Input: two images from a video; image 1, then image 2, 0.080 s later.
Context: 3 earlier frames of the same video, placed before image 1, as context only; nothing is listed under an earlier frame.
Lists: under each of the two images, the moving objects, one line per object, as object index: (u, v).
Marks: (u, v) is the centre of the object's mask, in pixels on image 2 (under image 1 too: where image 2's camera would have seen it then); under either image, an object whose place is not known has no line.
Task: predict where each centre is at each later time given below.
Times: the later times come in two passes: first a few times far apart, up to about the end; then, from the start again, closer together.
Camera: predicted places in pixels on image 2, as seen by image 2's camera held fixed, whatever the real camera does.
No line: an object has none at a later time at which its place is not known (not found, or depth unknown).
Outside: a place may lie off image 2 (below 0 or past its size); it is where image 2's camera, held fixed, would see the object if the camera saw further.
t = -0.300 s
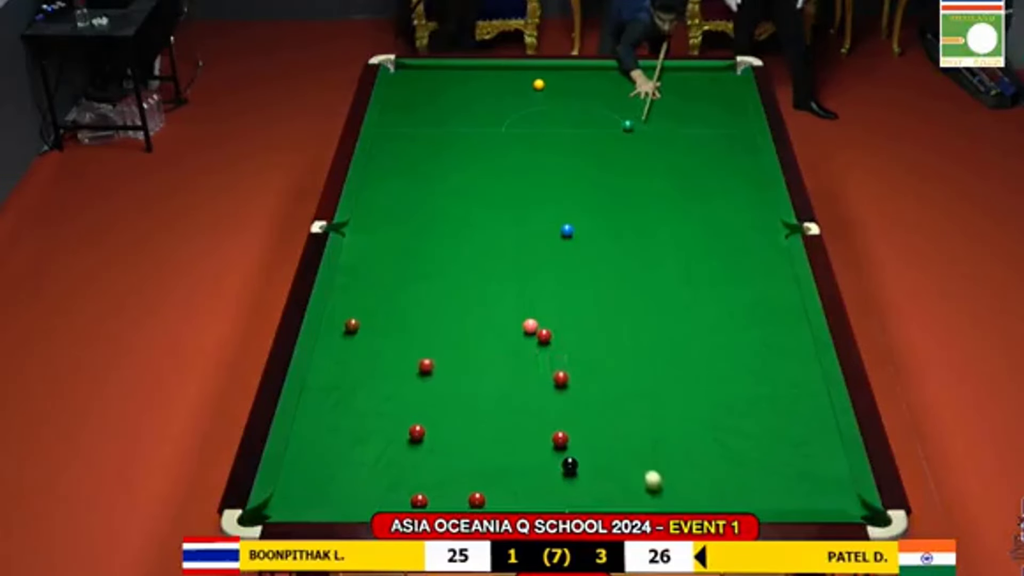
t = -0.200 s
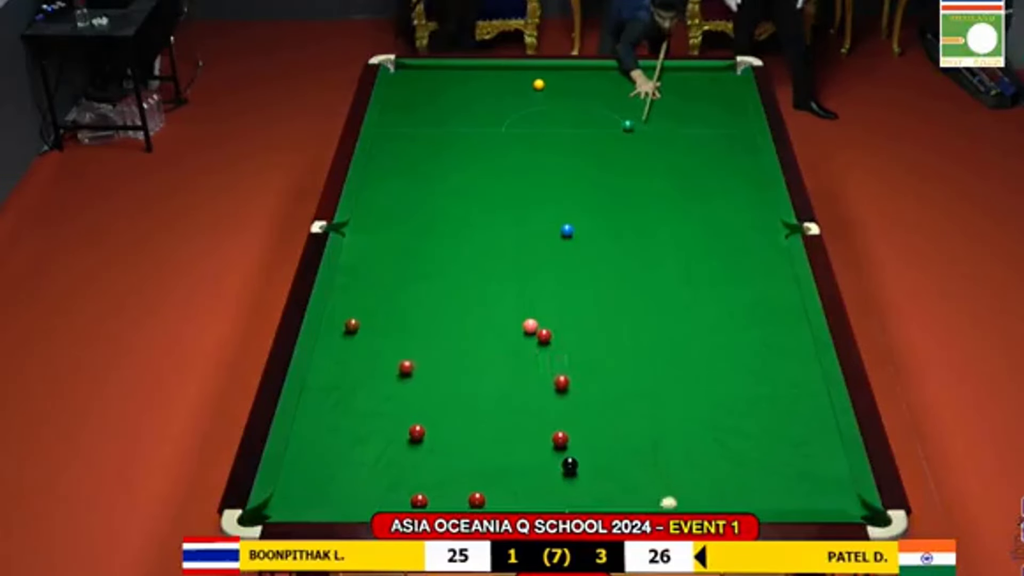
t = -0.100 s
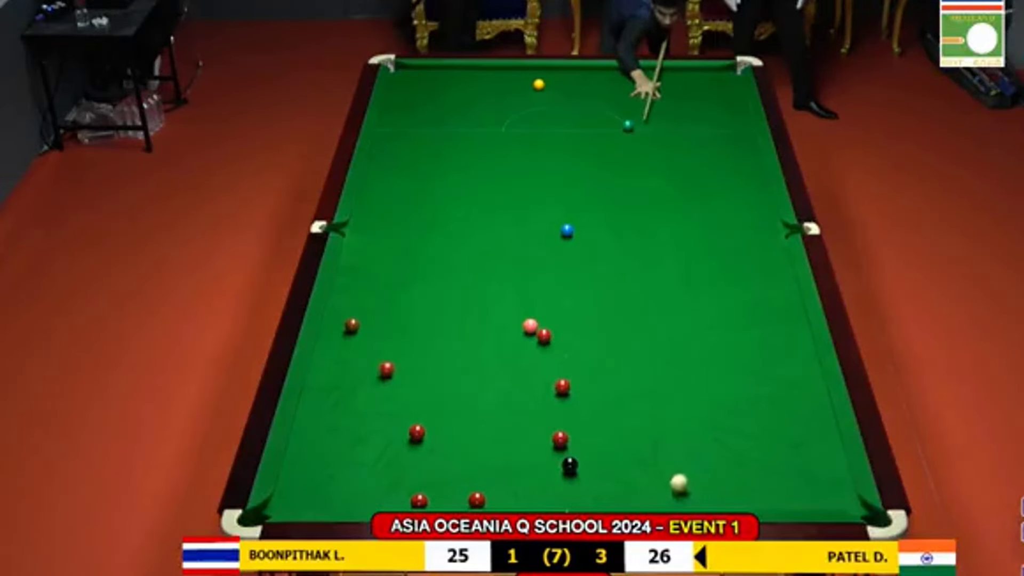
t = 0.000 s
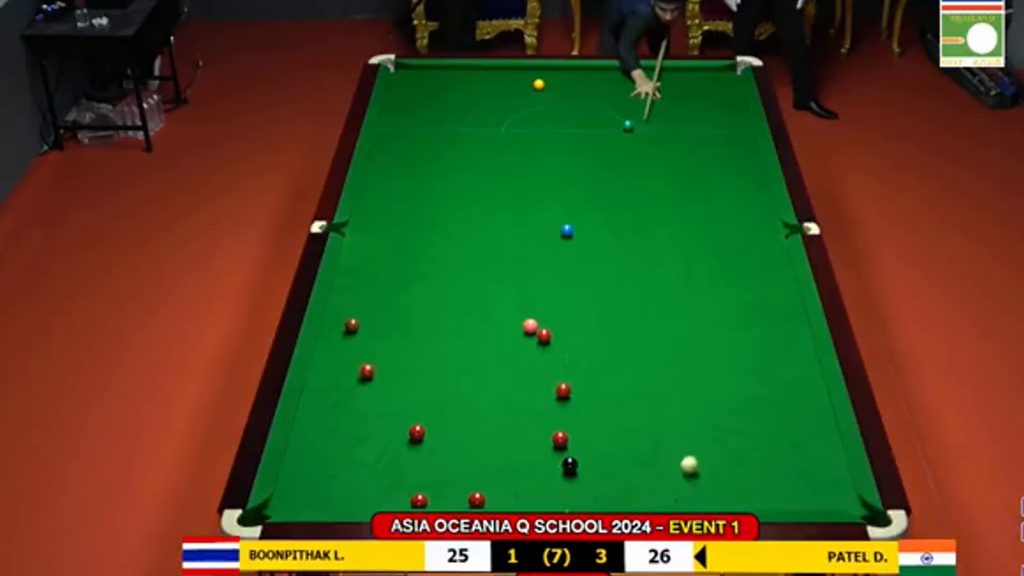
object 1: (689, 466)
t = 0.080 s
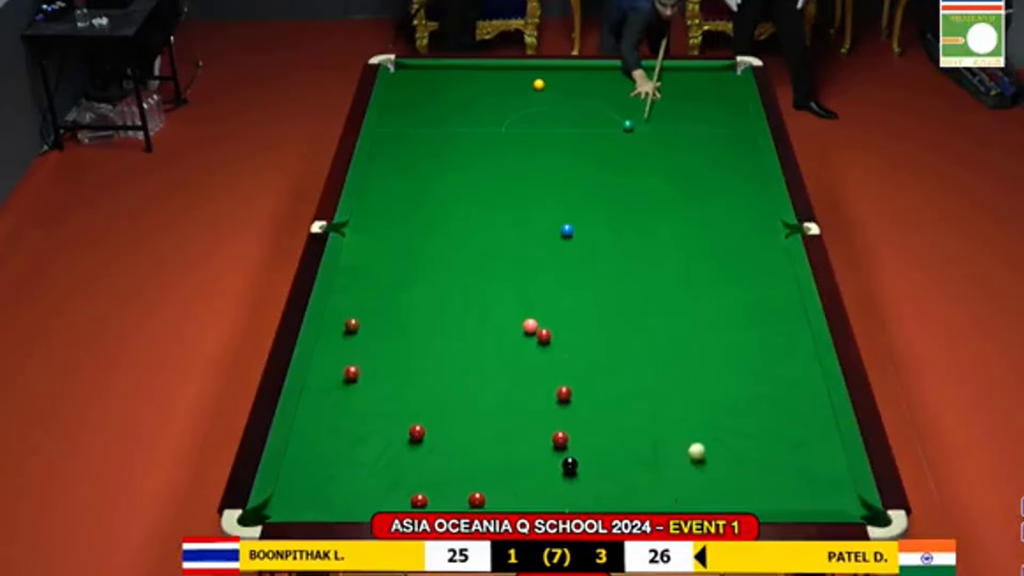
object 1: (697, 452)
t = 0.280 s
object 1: (715, 421)
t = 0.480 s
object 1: (731, 392)
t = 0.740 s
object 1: (751, 358)
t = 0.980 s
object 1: (768, 328)
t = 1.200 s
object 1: (782, 305)
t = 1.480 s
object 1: (784, 278)
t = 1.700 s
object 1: (770, 260)
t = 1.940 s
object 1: (757, 243)
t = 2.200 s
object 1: (743, 225)
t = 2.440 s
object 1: (731, 210)
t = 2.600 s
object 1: (724, 200)
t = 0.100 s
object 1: (698, 449)
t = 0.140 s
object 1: (702, 443)
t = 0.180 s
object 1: (706, 436)
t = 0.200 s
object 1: (708, 433)
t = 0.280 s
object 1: (715, 421)
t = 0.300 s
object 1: (717, 418)
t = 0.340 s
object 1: (720, 411)
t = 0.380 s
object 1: (723, 406)
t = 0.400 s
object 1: (725, 403)
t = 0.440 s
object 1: (728, 397)
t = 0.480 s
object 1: (731, 392)
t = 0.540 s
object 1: (736, 384)
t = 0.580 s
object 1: (739, 378)
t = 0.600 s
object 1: (741, 375)
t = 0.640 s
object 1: (744, 370)
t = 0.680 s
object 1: (747, 365)
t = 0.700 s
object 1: (748, 363)
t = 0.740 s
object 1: (751, 358)
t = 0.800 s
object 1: (756, 350)
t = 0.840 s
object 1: (759, 345)
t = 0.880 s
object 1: (761, 340)
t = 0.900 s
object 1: (763, 338)
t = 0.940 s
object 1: (765, 333)
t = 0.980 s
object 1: (768, 328)
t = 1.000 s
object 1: (770, 326)
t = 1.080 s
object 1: (775, 318)
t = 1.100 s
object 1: (776, 315)
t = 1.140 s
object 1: (779, 311)
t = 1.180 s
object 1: (781, 307)
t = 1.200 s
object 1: (782, 305)
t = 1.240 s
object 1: (785, 300)
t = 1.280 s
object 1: (787, 296)
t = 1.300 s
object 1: (788, 294)
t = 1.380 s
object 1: (791, 286)
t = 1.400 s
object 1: (789, 285)
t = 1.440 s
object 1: (786, 281)
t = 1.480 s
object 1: (784, 278)
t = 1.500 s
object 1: (782, 276)
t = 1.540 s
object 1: (780, 273)
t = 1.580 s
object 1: (777, 270)
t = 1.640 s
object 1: (773, 265)
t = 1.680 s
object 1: (771, 261)
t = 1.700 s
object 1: (770, 260)
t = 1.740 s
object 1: (768, 257)
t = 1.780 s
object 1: (765, 254)
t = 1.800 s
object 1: (764, 253)
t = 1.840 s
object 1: (762, 250)
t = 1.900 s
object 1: (759, 246)
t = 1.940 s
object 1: (757, 243)
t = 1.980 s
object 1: (754, 240)
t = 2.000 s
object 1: (753, 239)
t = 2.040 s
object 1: (751, 236)
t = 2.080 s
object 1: (749, 233)
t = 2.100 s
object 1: (748, 232)
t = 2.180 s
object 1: (744, 226)
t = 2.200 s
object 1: (743, 225)
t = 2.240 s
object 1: (741, 222)
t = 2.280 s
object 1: (739, 220)
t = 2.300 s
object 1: (738, 219)
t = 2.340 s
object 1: (736, 216)
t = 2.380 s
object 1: (734, 214)
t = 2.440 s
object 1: (731, 210)
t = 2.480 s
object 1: (729, 207)
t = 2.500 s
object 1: (728, 206)
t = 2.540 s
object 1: (727, 204)
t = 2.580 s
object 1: (725, 202)
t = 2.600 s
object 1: (724, 200)
